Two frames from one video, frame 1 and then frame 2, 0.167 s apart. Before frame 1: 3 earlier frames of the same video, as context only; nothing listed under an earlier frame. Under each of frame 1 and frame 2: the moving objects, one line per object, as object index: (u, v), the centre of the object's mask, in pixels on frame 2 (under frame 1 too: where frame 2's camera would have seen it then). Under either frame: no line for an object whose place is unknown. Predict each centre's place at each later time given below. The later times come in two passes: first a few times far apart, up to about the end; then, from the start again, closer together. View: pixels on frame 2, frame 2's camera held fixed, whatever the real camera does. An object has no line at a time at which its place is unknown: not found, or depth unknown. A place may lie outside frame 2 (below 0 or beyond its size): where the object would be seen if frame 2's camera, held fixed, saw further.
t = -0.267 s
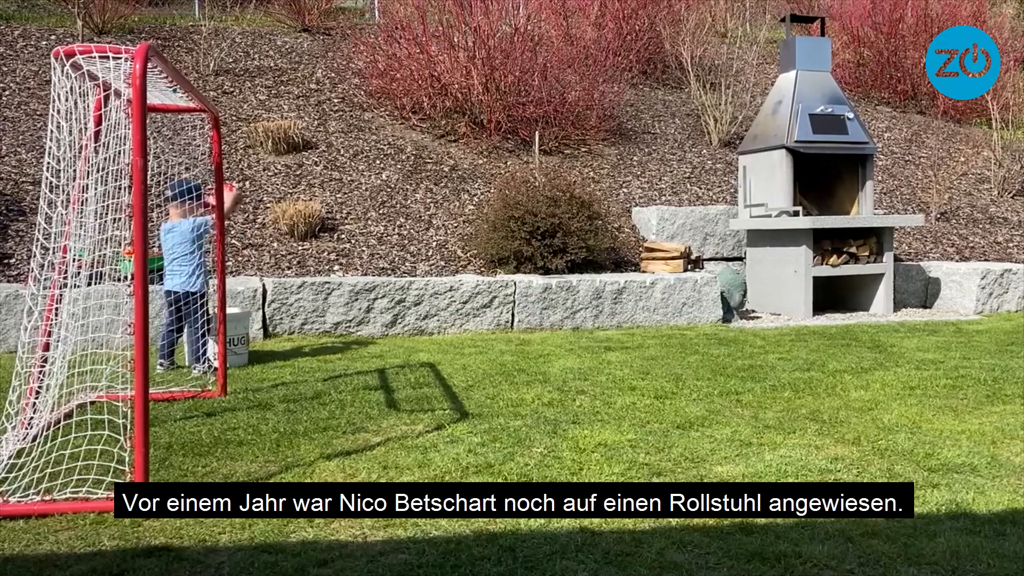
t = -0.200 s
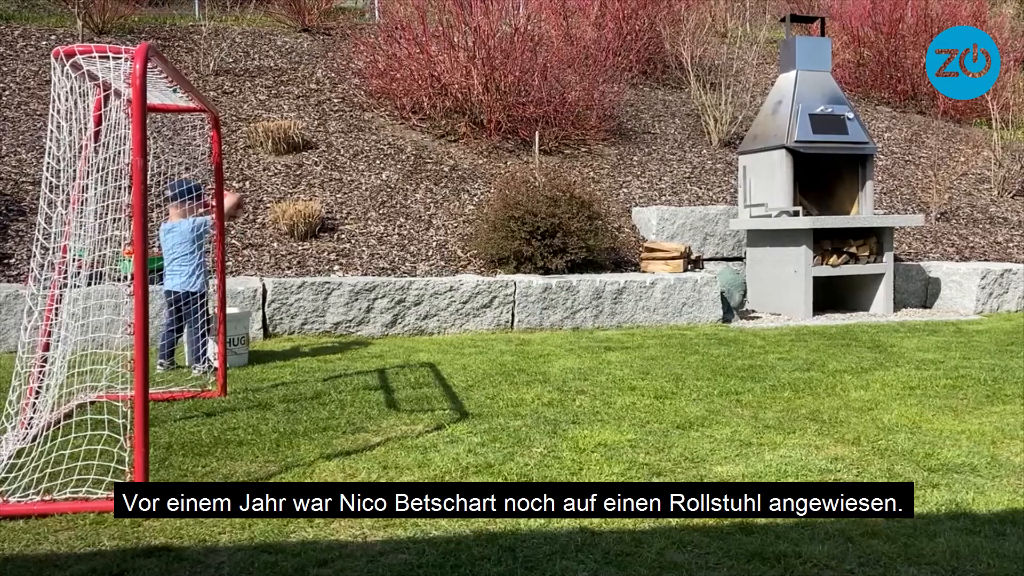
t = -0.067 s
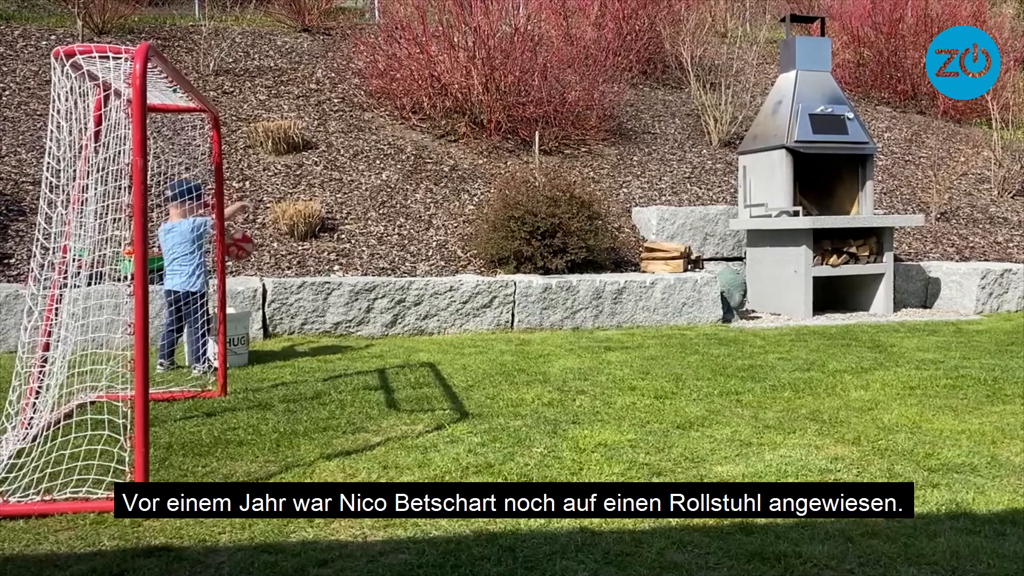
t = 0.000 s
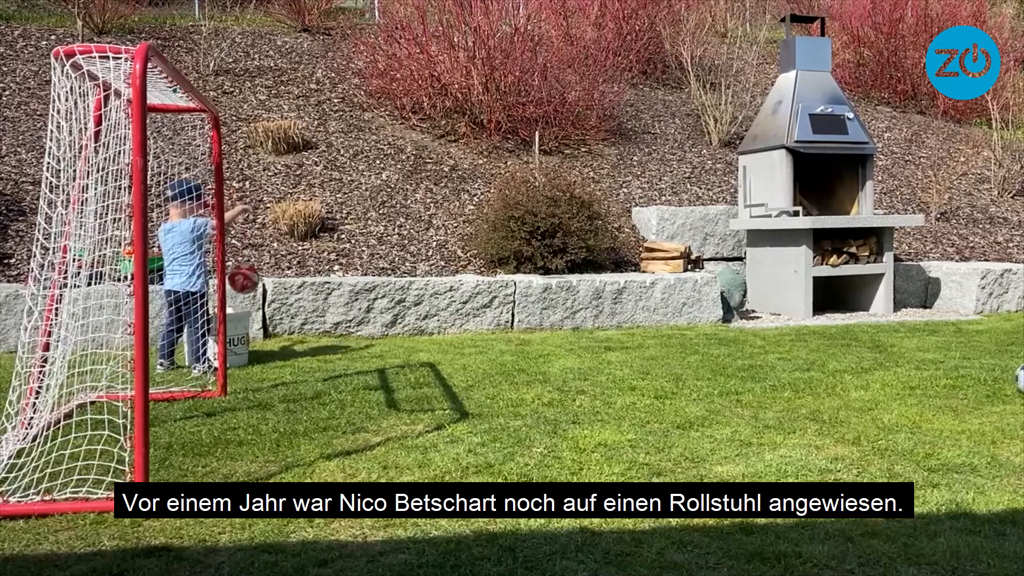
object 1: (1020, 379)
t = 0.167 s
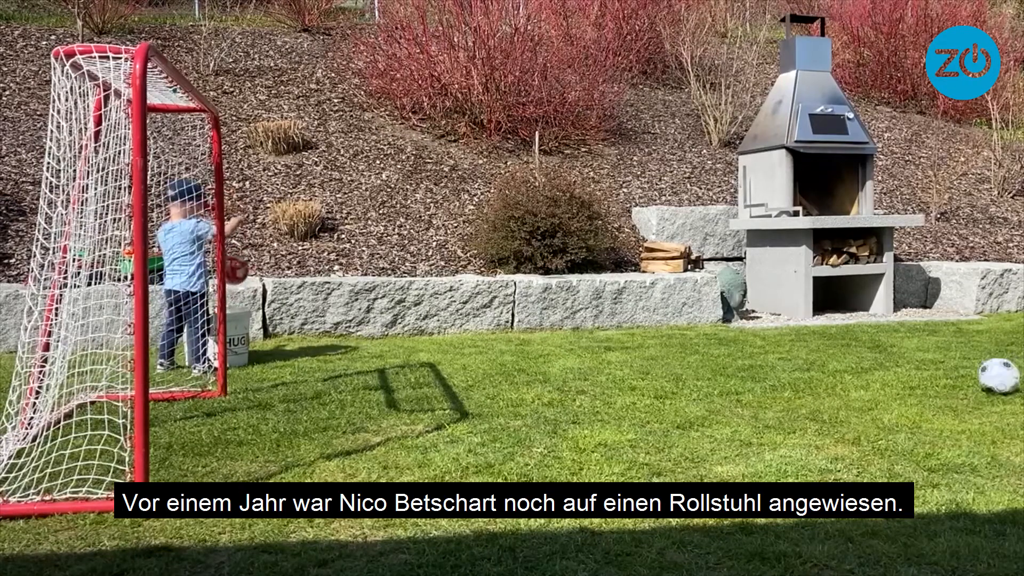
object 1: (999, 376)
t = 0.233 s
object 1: (985, 376)
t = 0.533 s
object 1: (934, 376)
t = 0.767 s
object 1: (908, 374)
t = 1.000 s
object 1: (896, 373)
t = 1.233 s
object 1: (897, 373)
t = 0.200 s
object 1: (992, 376)
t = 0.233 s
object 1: (985, 376)
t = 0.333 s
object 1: (966, 377)
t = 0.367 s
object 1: (960, 377)
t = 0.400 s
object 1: (954, 377)
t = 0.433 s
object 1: (949, 377)
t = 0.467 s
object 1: (944, 376)
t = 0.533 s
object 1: (934, 376)
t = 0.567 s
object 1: (929, 376)
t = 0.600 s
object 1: (925, 375)
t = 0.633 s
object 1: (921, 374)
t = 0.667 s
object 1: (917, 374)
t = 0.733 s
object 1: (911, 374)
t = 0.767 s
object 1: (908, 374)
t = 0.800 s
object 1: (905, 374)
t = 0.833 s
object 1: (903, 374)
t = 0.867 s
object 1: (902, 373)
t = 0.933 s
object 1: (898, 373)
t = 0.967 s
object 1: (897, 373)
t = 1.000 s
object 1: (896, 373)
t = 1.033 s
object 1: (896, 373)
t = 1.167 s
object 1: (896, 373)
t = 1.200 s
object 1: (896, 373)
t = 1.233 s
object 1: (897, 373)
